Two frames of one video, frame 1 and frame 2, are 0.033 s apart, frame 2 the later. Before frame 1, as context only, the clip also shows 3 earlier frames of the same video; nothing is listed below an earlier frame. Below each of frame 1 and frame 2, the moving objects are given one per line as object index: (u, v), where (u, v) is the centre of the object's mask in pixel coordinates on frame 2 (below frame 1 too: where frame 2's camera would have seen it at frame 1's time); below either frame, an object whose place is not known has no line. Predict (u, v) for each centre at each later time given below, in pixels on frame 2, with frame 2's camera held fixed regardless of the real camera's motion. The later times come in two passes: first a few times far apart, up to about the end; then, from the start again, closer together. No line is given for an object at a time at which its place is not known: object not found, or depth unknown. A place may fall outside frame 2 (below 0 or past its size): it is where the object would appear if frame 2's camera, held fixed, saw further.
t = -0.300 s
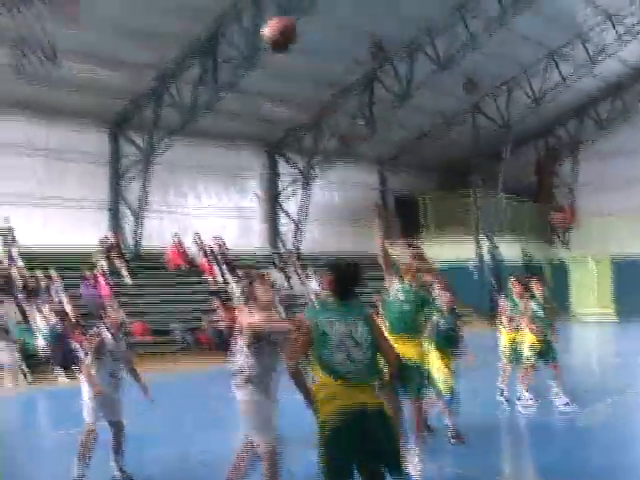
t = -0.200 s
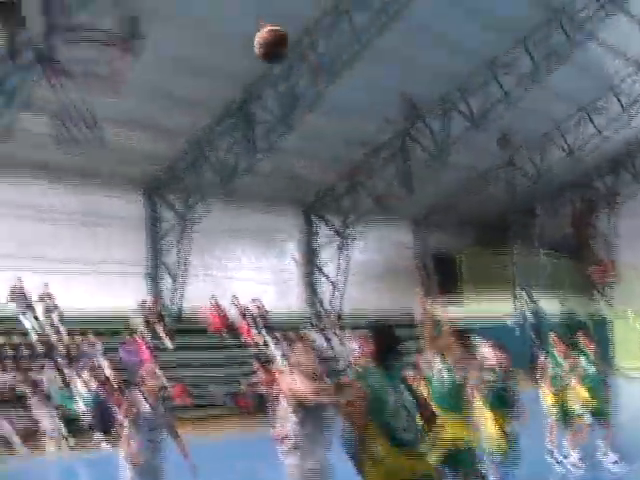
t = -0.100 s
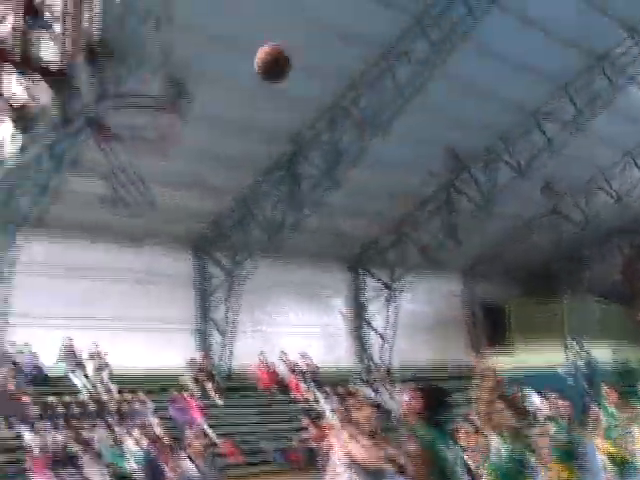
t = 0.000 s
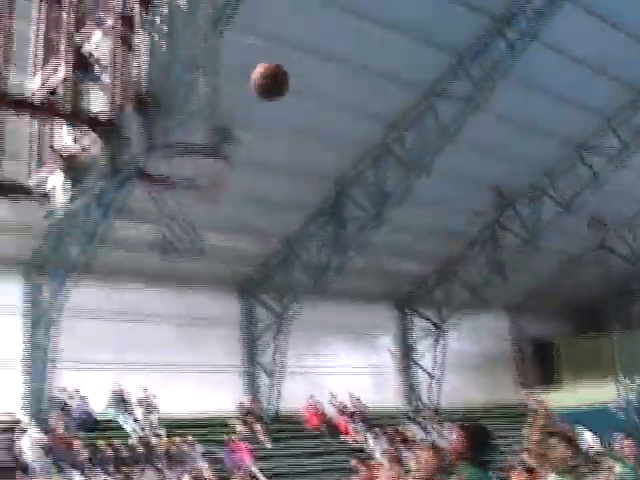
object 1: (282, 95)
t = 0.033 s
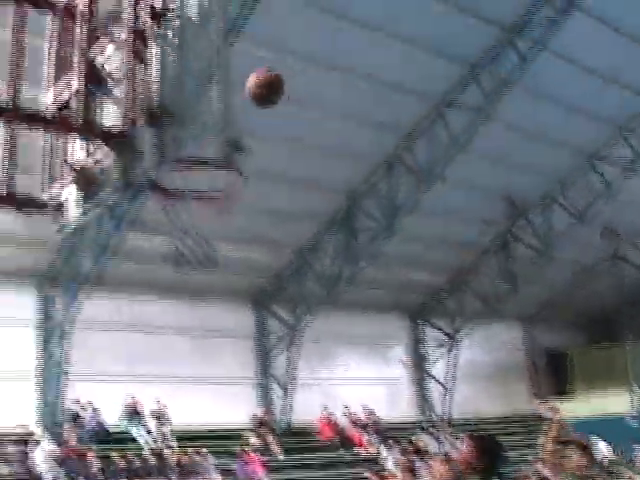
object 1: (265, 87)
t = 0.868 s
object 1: (342, 205)
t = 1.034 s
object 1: (389, 290)
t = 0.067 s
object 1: (249, 84)
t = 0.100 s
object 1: (240, 80)
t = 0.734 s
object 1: (302, 168)
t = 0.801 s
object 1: (320, 184)
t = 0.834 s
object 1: (332, 195)
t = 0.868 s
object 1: (342, 205)
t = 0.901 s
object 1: (351, 220)
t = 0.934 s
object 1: (360, 236)
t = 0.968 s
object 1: (369, 251)
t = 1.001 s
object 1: (379, 271)
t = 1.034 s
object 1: (389, 290)
